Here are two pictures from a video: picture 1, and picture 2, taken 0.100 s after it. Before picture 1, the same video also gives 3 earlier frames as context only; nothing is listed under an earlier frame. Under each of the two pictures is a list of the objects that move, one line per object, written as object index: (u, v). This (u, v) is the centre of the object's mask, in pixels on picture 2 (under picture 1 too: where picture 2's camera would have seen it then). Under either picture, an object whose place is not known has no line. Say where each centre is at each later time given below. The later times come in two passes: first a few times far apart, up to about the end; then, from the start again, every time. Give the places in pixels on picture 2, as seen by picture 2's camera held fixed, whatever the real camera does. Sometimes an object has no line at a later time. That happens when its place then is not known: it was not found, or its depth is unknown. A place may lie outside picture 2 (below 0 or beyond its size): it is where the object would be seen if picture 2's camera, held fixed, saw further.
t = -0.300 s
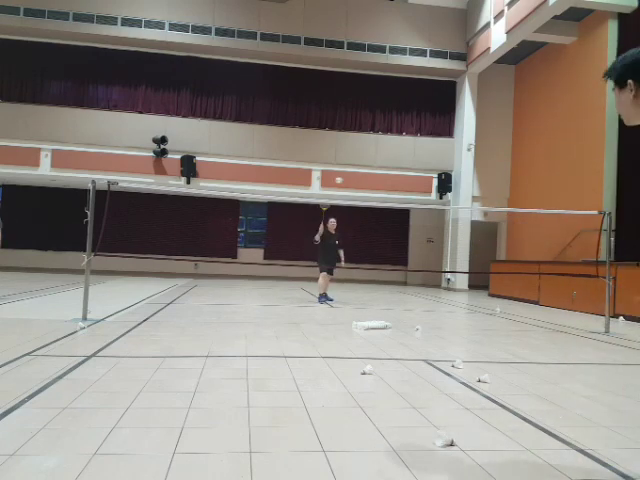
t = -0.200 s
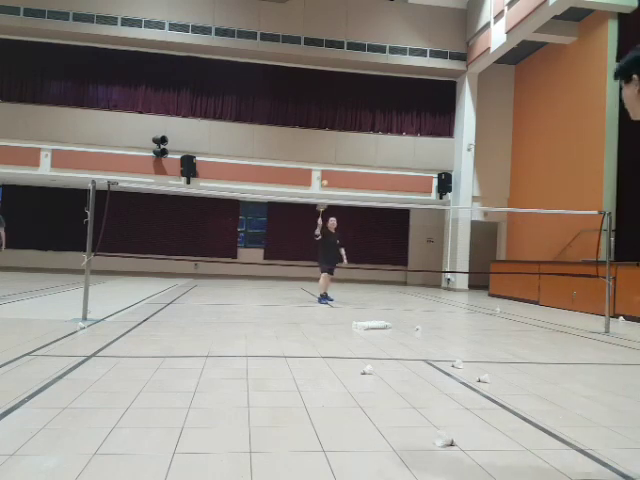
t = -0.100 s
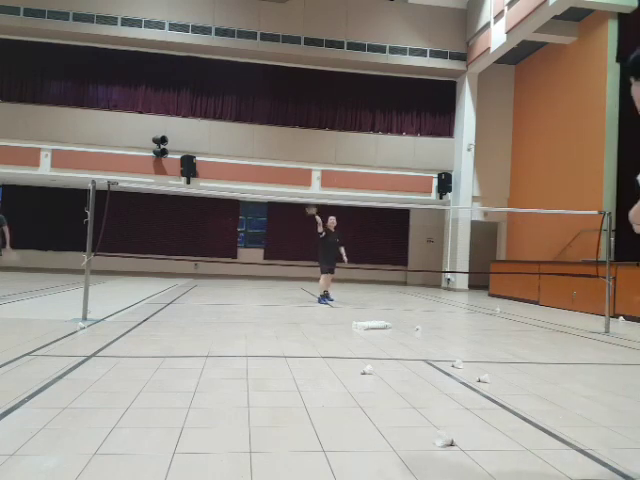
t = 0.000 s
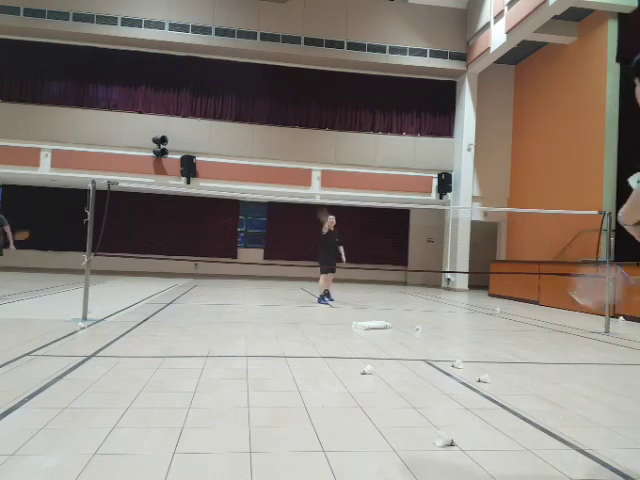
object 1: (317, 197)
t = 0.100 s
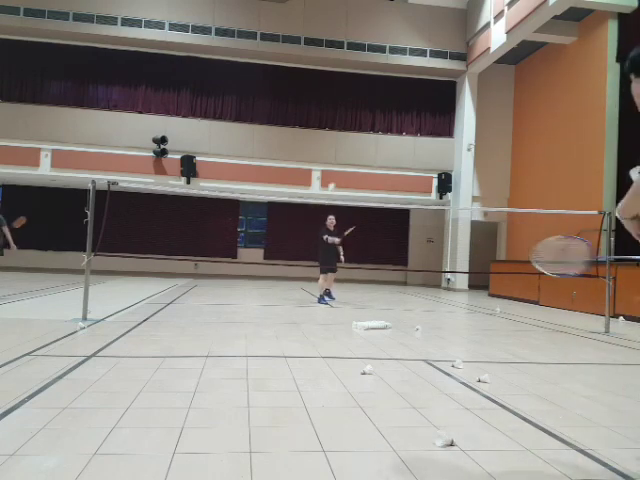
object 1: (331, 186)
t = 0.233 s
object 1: (351, 168)
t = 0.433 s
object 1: (385, 165)
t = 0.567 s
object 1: (413, 198)
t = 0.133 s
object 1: (334, 183)
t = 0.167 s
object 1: (338, 179)
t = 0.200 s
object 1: (344, 175)
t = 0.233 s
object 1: (351, 168)
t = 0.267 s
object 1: (358, 164)
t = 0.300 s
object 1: (363, 162)
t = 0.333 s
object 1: (368, 160)
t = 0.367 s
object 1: (373, 159)
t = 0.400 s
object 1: (379, 161)
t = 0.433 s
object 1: (385, 165)
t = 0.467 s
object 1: (391, 170)
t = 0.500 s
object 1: (399, 178)
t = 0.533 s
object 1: (406, 187)
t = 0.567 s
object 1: (413, 198)
